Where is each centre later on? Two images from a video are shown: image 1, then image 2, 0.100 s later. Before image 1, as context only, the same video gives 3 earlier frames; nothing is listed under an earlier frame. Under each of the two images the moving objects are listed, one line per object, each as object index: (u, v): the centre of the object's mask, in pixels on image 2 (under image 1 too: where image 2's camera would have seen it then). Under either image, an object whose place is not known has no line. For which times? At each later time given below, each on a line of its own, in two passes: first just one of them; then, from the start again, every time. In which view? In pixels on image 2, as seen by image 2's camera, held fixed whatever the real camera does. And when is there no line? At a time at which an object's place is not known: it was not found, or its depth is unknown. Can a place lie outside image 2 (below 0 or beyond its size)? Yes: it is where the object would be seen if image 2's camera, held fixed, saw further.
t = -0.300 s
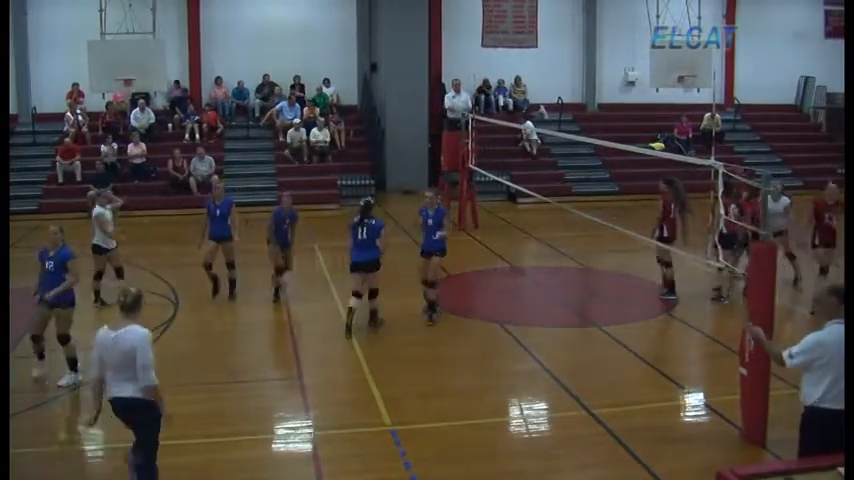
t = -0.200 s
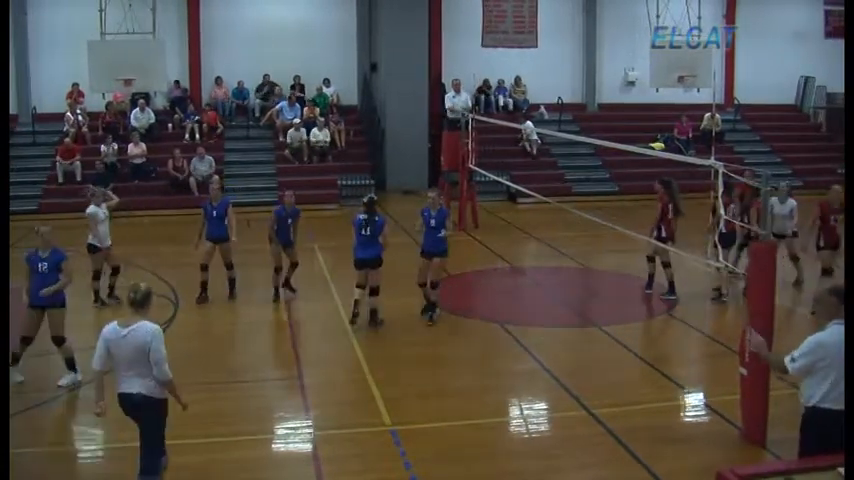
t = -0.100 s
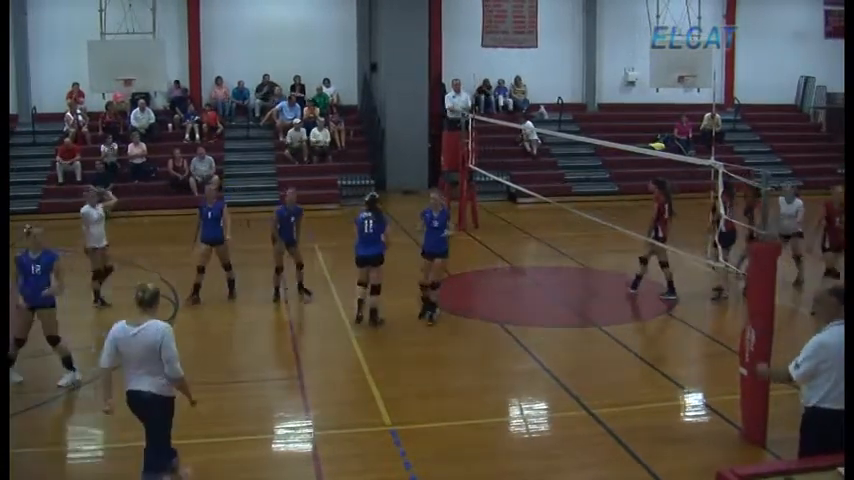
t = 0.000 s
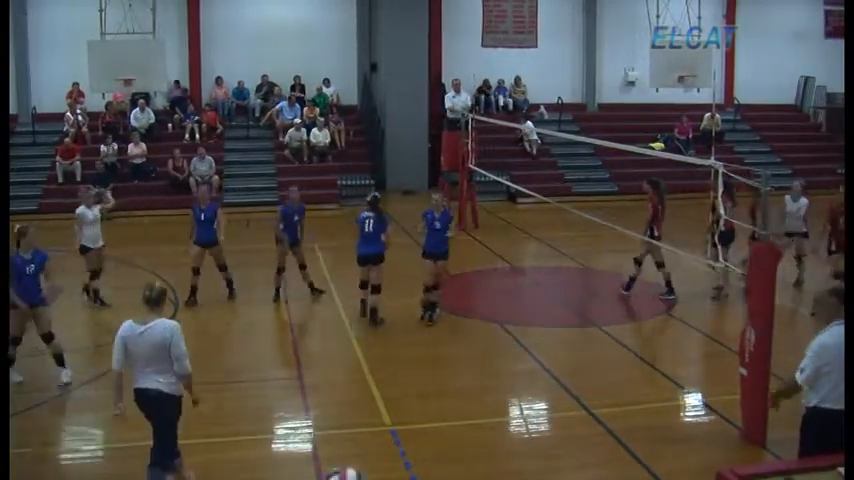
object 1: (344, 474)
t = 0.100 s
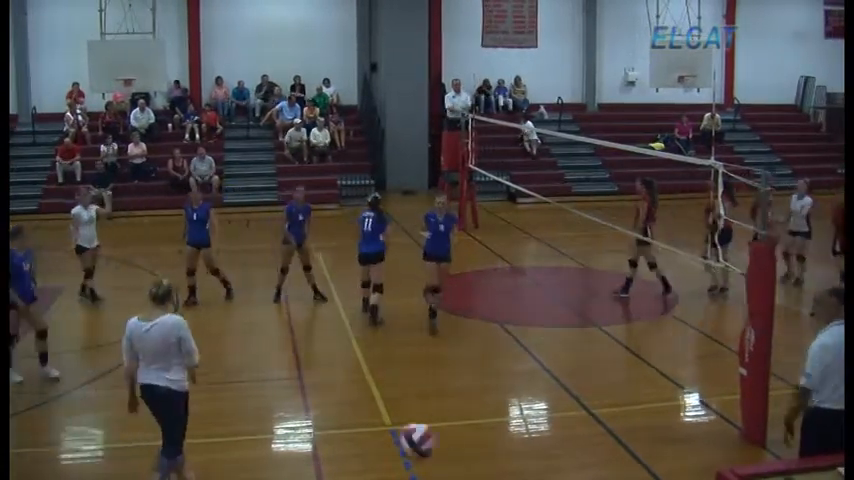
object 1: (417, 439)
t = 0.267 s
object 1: (502, 411)
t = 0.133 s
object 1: (438, 430)
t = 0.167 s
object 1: (455, 424)
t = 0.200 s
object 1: (471, 417)
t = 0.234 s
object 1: (487, 414)
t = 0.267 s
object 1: (502, 411)
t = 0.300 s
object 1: (515, 415)
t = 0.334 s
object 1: (526, 416)
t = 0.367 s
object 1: (537, 418)
